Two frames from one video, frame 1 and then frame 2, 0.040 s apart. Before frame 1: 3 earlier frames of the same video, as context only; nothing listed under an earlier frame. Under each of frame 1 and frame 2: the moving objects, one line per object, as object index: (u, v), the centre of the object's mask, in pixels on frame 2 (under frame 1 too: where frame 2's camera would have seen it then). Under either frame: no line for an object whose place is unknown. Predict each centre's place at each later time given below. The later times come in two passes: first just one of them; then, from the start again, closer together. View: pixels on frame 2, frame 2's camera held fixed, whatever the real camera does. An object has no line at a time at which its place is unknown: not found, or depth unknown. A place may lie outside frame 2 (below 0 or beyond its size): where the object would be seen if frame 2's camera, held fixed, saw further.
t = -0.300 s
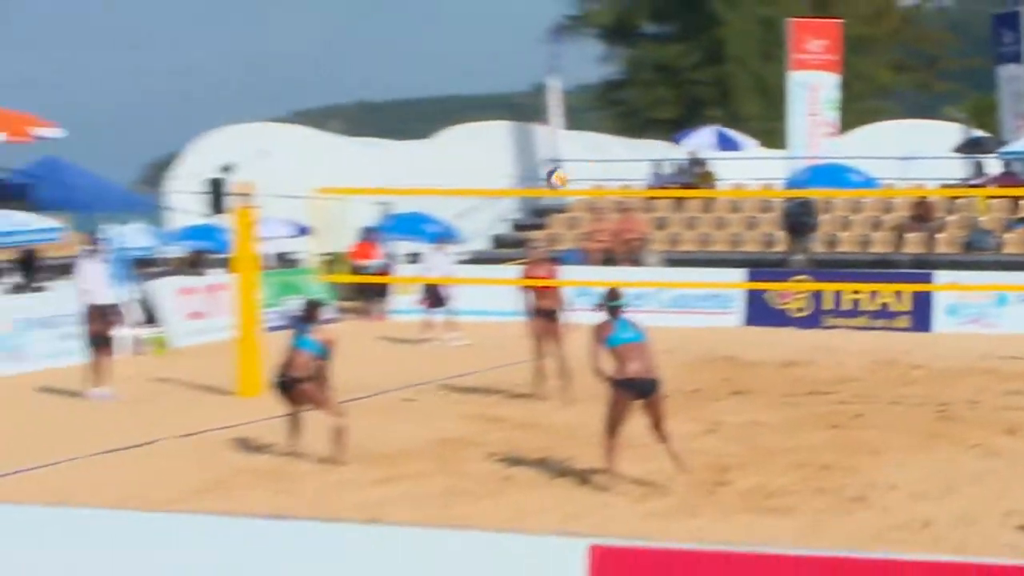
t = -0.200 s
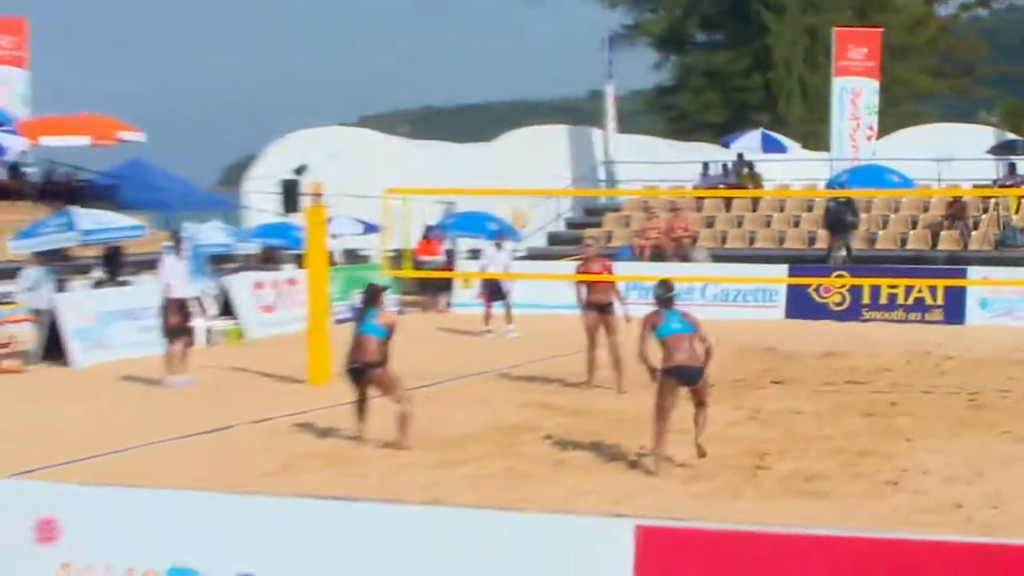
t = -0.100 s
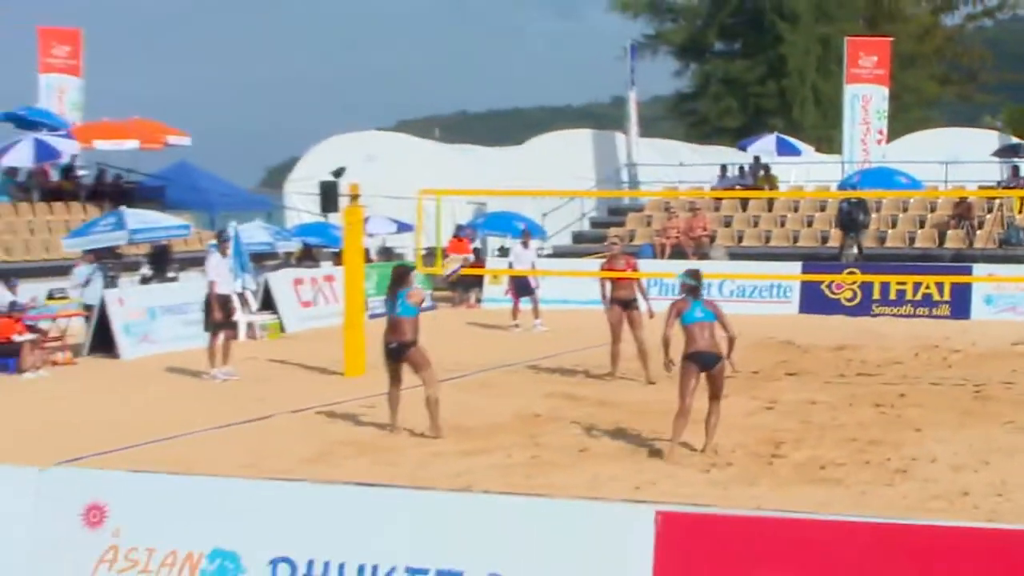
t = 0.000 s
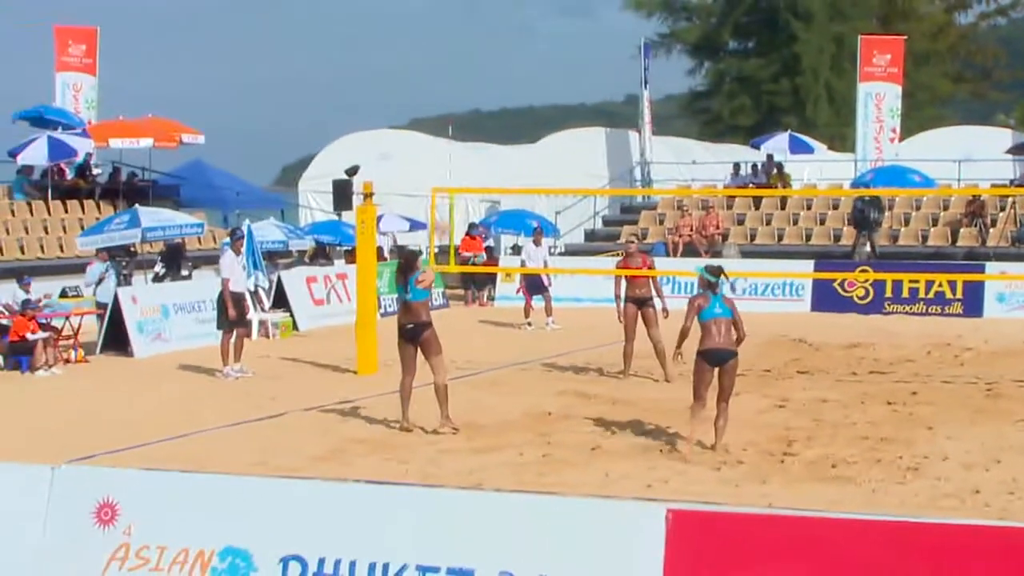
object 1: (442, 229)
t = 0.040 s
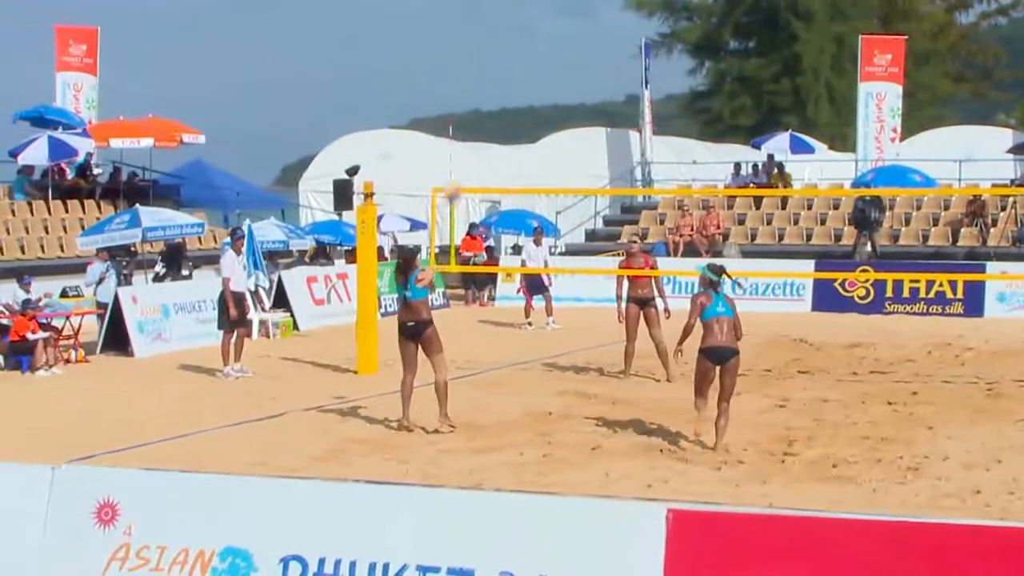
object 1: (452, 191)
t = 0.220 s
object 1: (492, 57)
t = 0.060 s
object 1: (457, 174)
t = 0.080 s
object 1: (462, 158)
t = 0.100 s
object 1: (467, 139)
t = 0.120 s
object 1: (470, 125)
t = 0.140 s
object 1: (474, 111)
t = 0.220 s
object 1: (492, 57)
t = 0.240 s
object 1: (497, 38)
